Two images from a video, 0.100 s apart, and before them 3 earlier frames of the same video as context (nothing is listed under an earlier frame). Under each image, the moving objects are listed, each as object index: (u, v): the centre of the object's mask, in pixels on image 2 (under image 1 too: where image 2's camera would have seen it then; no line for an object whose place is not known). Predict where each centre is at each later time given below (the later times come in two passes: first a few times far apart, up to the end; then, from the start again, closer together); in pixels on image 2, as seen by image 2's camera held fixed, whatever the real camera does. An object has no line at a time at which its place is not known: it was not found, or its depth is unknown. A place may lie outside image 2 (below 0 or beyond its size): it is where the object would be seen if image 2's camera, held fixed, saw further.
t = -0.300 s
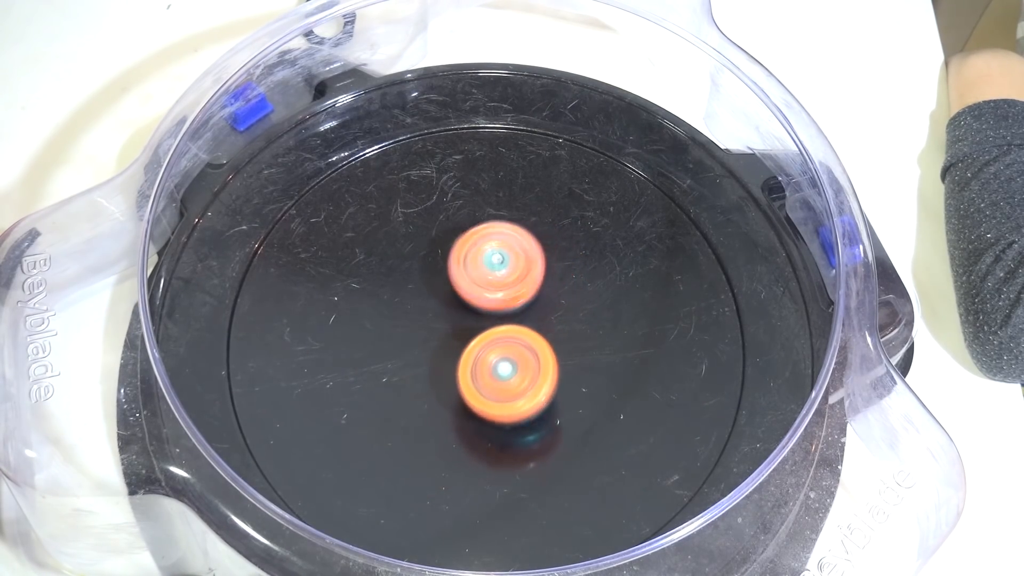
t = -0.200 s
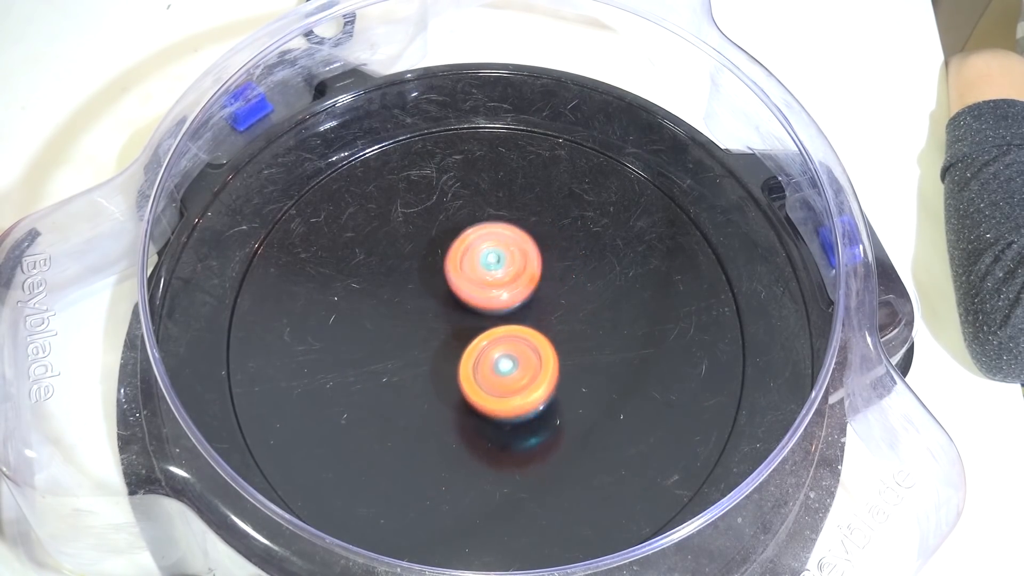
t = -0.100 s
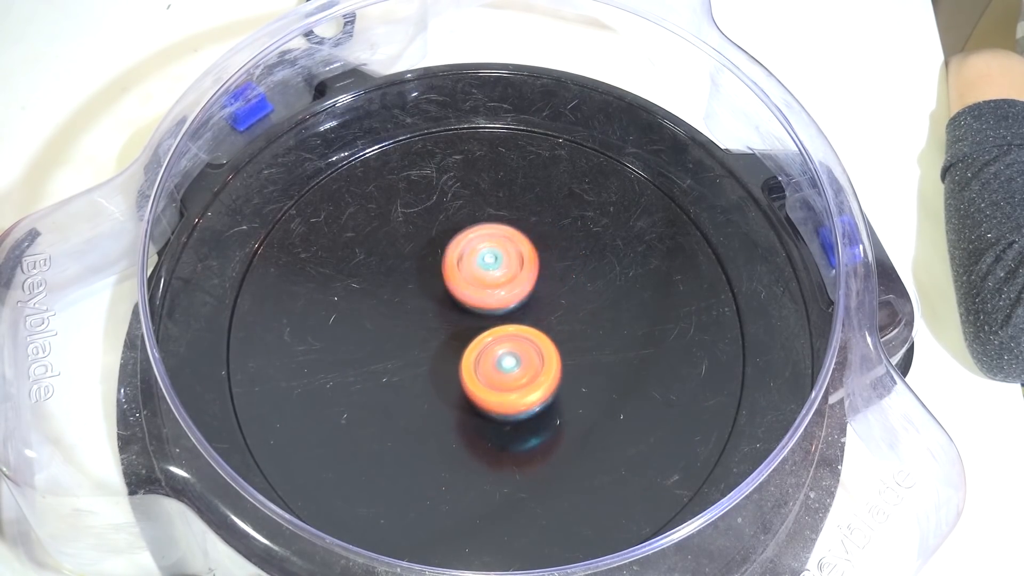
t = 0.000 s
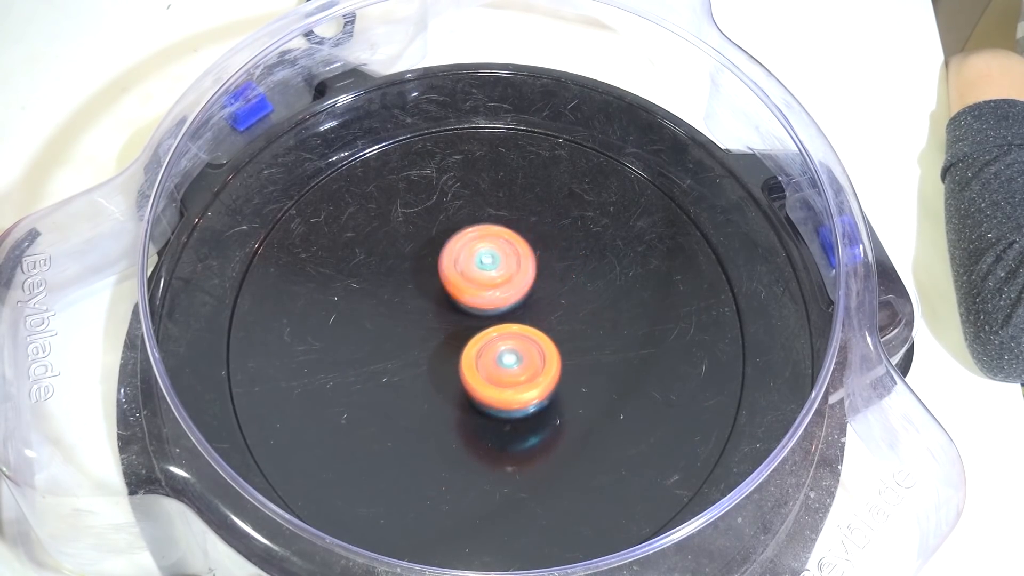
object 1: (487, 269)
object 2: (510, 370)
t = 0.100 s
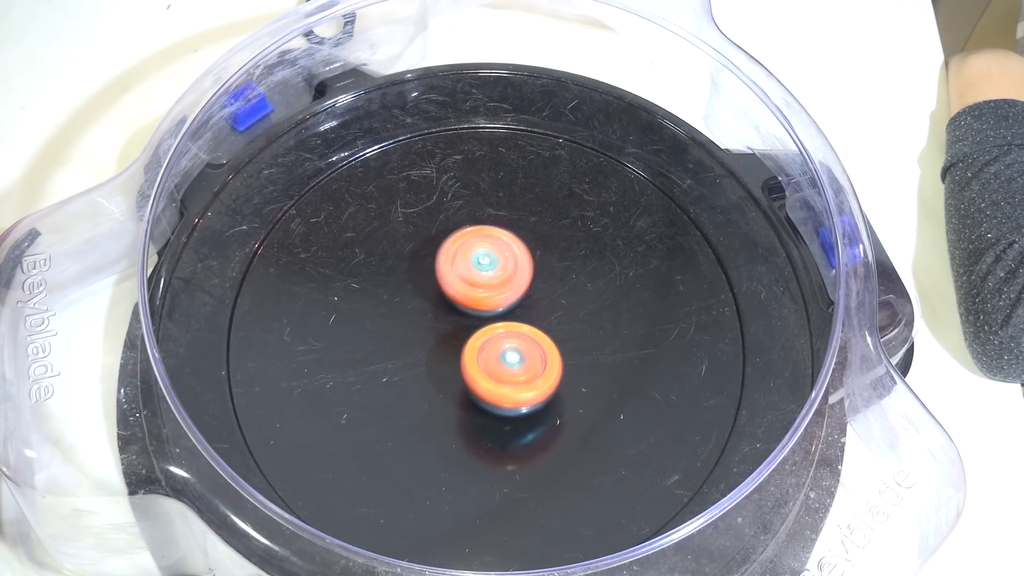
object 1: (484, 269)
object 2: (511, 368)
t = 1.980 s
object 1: (446, 324)
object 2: (567, 349)
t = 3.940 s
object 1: (493, 253)
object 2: (471, 423)
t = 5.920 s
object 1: (451, 286)
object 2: (476, 417)
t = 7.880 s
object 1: (483, 295)
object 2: (471, 415)
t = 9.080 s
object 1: (470, 297)
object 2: (475, 416)
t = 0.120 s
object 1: (483, 269)
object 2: (510, 368)
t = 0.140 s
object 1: (482, 269)
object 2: (511, 367)
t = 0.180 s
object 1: (481, 270)
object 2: (510, 366)
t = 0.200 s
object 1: (481, 270)
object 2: (509, 366)
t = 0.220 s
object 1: (480, 270)
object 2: (510, 365)
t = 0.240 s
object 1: (479, 270)
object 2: (509, 364)
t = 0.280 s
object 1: (478, 271)
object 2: (509, 362)
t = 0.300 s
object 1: (477, 270)
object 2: (509, 361)
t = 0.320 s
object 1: (476, 271)
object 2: (509, 360)
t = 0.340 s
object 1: (475, 270)
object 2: (509, 359)
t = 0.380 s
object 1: (476, 267)
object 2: (509, 361)
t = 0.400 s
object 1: (477, 260)
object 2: (508, 370)
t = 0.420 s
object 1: (478, 256)
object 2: (508, 377)
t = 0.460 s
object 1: (481, 254)
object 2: (506, 387)
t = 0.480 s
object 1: (482, 255)
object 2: (505, 388)
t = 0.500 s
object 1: (482, 255)
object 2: (504, 389)
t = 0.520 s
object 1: (482, 256)
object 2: (503, 387)
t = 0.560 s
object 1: (480, 258)
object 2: (504, 385)
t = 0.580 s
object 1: (478, 259)
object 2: (505, 385)
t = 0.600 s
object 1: (477, 260)
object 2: (505, 384)
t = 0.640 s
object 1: (475, 260)
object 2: (506, 383)
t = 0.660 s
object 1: (474, 260)
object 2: (507, 382)
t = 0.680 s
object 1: (473, 261)
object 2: (507, 382)
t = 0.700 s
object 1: (473, 261)
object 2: (507, 381)
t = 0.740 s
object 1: (473, 263)
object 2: (508, 381)
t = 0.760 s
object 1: (472, 265)
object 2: (509, 380)
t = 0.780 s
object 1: (472, 267)
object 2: (508, 380)
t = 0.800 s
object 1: (472, 270)
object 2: (509, 379)
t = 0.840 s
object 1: (470, 278)
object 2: (510, 378)
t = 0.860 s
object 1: (469, 282)
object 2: (510, 378)
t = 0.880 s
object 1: (468, 286)
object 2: (510, 378)
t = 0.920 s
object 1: (465, 296)
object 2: (511, 377)
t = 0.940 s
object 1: (462, 299)
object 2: (513, 379)
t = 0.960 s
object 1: (459, 301)
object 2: (514, 381)
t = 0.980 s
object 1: (456, 304)
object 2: (513, 382)
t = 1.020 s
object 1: (453, 305)
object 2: (512, 381)
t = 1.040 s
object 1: (450, 307)
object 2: (512, 380)
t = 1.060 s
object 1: (448, 307)
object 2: (513, 380)
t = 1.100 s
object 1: (438, 293)
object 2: (524, 396)
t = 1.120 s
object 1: (434, 288)
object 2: (527, 403)
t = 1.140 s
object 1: (430, 284)
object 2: (530, 407)
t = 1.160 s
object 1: (425, 281)
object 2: (530, 409)
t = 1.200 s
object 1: (418, 277)
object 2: (529, 410)
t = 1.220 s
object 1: (415, 275)
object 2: (528, 408)
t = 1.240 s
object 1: (413, 273)
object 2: (529, 406)
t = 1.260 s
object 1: (413, 273)
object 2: (528, 405)
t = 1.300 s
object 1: (413, 271)
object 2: (529, 402)
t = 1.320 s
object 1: (414, 271)
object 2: (530, 401)
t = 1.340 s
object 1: (414, 272)
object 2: (531, 400)
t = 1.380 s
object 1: (414, 275)
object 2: (532, 398)
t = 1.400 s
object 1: (414, 277)
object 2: (532, 398)
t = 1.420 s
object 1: (413, 278)
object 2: (532, 397)
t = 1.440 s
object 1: (412, 279)
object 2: (533, 396)
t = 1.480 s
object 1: (413, 280)
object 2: (533, 394)
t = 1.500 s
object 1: (415, 281)
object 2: (534, 393)
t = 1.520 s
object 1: (418, 284)
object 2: (533, 392)
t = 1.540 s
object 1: (421, 286)
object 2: (533, 390)
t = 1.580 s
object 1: (428, 293)
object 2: (532, 384)
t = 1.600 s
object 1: (431, 297)
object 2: (532, 381)
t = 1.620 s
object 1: (435, 302)
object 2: (531, 377)
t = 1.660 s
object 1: (442, 313)
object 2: (532, 368)
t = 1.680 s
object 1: (444, 317)
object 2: (535, 366)
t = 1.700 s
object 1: (443, 318)
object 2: (542, 366)
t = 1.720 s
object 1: (441, 319)
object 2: (548, 366)
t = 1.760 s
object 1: (440, 319)
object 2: (557, 361)
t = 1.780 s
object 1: (440, 319)
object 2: (560, 359)
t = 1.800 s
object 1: (441, 320)
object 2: (563, 356)
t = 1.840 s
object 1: (441, 321)
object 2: (567, 353)
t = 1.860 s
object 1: (441, 321)
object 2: (568, 351)
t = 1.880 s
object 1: (441, 321)
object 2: (569, 352)
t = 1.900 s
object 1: (442, 321)
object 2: (569, 351)
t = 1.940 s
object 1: (443, 322)
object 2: (569, 350)
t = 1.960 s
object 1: (444, 322)
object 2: (568, 350)
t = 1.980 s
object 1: (446, 324)
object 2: (567, 349)
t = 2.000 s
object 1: (446, 324)
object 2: (566, 348)
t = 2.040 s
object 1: (446, 326)
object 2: (566, 346)
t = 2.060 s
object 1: (445, 327)
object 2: (565, 345)
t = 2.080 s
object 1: (445, 328)
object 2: (565, 344)
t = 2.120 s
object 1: (444, 330)
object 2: (564, 343)
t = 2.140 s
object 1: (443, 330)
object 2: (564, 341)
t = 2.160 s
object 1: (442, 330)
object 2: (564, 341)
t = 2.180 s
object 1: (442, 331)
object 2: (564, 340)
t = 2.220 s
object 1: (439, 331)
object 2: (565, 339)
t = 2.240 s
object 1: (439, 332)
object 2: (564, 338)
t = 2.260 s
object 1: (439, 332)
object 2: (565, 338)
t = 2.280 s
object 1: (438, 332)
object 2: (564, 337)
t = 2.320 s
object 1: (438, 332)
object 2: (563, 336)
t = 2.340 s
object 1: (438, 332)
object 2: (561, 335)
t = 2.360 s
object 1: (438, 331)
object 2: (559, 334)
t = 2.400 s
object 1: (438, 332)
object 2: (554, 331)
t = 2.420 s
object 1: (438, 332)
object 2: (551, 328)
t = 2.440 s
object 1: (440, 331)
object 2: (549, 326)
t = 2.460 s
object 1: (440, 331)
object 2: (546, 324)
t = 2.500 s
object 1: (441, 331)
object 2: (542, 318)
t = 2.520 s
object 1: (439, 331)
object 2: (544, 317)
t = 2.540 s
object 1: (430, 328)
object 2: (551, 316)
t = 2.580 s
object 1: (417, 323)
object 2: (562, 315)
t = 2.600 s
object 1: (411, 321)
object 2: (563, 312)
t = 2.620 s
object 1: (406, 319)
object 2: (566, 312)
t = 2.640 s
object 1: (401, 316)
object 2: (566, 311)
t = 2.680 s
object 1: (395, 311)
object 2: (567, 310)
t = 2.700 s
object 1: (393, 308)
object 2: (566, 311)
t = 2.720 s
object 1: (391, 306)
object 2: (564, 311)
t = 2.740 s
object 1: (392, 304)
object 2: (562, 311)
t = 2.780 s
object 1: (394, 300)
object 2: (558, 308)
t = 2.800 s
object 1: (396, 300)
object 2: (557, 306)
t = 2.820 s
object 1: (397, 298)
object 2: (557, 304)
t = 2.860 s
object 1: (402, 296)
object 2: (556, 302)
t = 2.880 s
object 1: (405, 296)
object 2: (557, 301)
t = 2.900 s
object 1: (408, 294)
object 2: (557, 301)
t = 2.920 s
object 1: (413, 294)
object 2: (557, 301)
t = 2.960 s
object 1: (423, 297)
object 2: (555, 301)
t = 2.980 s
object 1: (427, 298)
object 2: (553, 301)
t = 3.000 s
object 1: (433, 300)
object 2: (550, 301)
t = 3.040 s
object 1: (444, 305)
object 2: (544, 301)
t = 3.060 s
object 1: (444, 307)
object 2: (545, 301)
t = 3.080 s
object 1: (444, 309)
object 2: (547, 301)
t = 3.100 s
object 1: (444, 312)
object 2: (549, 302)
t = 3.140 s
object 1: (448, 317)
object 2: (551, 305)
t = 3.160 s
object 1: (450, 320)
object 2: (550, 306)
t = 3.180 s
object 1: (450, 323)
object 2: (548, 308)
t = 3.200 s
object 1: (443, 325)
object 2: (554, 311)
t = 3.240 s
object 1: (418, 322)
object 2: (577, 324)
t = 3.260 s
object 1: (409, 320)
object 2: (584, 330)
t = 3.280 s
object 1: (402, 319)
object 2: (589, 334)
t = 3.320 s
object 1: (391, 318)
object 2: (593, 342)
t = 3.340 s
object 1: (388, 317)
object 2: (594, 346)
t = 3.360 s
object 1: (385, 317)
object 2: (594, 349)
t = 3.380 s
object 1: (385, 317)
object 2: (594, 352)
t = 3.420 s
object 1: (384, 315)
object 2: (591, 359)
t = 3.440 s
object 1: (385, 315)
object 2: (589, 361)
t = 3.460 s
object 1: (386, 316)
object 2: (586, 364)
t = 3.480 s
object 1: (387, 316)
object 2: (585, 366)
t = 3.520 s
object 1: (392, 317)
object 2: (577, 372)
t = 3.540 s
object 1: (393, 319)
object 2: (573, 375)
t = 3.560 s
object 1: (395, 319)
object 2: (568, 377)
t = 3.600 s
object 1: (401, 318)
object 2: (556, 382)
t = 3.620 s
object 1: (405, 317)
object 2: (551, 385)
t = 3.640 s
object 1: (411, 315)
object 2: (544, 388)
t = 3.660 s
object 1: (417, 313)
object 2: (537, 391)
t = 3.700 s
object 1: (433, 310)
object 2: (523, 398)
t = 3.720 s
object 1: (442, 307)
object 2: (516, 400)
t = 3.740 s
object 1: (451, 304)
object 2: (510, 403)
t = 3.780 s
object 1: (469, 295)
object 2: (497, 408)
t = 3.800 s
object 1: (476, 289)
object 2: (491, 412)
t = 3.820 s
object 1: (483, 284)
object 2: (486, 414)
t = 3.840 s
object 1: (489, 278)
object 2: (482, 416)
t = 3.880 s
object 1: (495, 266)
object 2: (476, 419)
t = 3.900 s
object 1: (495, 261)
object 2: (474, 421)
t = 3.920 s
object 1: (494, 256)
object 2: (472, 422)
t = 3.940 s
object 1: (493, 253)
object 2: (471, 423)
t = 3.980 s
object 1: (488, 248)
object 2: (471, 423)
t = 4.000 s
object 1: (486, 246)
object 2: (471, 422)
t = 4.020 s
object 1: (483, 245)
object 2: (471, 421)
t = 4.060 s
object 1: (479, 243)
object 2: (472, 419)
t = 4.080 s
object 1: (478, 243)
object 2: (472, 418)
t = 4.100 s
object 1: (477, 242)
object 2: (471, 416)
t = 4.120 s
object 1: (476, 242)
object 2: (471, 416)
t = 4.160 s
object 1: (474, 242)
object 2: (470, 416)
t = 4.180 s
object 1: (474, 242)
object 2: (469, 416)
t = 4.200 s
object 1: (474, 242)
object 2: (469, 416)
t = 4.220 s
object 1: (474, 242)
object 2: (469, 415)
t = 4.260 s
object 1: (475, 242)
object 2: (469, 415)
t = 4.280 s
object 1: (476, 242)
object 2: (469, 415)
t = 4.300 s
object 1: (477, 243)
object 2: (469, 416)
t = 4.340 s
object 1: (479, 243)
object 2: (470, 416)
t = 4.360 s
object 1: (481, 244)
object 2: (470, 416)
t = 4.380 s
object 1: (483, 245)
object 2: (471, 416)
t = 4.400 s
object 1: (485, 246)
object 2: (471, 416)
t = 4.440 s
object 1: (490, 249)
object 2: (471, 416)
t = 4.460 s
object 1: (492, 252)
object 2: (471, 416)
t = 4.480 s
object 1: (494, 255)
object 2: (471, 416)
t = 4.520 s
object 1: (496, 263)
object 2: (470, 416)
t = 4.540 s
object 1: (496, 269)
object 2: (470, 415)
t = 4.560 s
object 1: (495, 274)
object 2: (469, 416)
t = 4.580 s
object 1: (493, 280)
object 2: (469, 415)
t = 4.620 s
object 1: (484, 288)
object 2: (469, 415)
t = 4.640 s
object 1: (477, 291)
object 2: (469, 415)
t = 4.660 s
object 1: (470, 292)
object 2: (469, 415)
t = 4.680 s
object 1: (464, 292)
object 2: (469, 415)
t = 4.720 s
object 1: (453, 287)
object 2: (470, 416)
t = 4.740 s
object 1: (450, 284)
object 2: (470, 416)
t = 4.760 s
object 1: (448, 281)
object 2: (471, 416)
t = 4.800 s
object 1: (447, 276)
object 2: (471, 416)
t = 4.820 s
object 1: (446, 274)
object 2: (471, 416)
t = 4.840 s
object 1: (446, 273)
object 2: (470, 416)
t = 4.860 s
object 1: (446, 273)
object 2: (470, 416)
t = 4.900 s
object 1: (446, 273)
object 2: (470, 416)
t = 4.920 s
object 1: (447, 274)
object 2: (470, 416)
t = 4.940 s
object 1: (447, 276)
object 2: (469, 416)
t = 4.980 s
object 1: (448, 281)
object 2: (469, 416)
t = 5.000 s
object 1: (450, 283)
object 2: (469, 415)
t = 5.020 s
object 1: (452, 286)
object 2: (469, 415)
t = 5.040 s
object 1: (454, 288)
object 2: (468, 415)
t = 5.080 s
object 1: (462, 293)
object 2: (468, 415)
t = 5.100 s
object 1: (467, 294)
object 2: (468, 415)
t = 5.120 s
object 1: (472, 294)
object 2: (468, 415)
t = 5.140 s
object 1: (478, 294)
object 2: (468, 415)
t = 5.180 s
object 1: (488, 291)
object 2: (469, 416)
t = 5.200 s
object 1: (492, 288)
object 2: (471, 416)
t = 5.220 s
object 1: (495, 285)
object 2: (472, 416)
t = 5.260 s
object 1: (498, 279)
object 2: (475, 417)
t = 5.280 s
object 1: (499, 276)
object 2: (476, 418)
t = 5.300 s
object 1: (499, 274)
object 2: (477, 418)
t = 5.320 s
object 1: (498, 272)
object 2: (477, 418)
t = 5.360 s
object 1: (498, 270)
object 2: (476, 418)
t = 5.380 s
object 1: (498, 270)
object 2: (475, 417)
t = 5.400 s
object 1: (498, 270)
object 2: (474, 417)
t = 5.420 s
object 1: (498, 271)
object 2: (472, 416)
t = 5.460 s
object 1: (498, 273)
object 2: (470, 415)
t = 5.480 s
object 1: (498, 275)
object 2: (468, 415)
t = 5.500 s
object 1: (498, 277)
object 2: (467, 415)
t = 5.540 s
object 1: (496, 282)
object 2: (465, 415)
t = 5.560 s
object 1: (495, 285)
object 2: (464, 415)
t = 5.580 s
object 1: (493, 288)
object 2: (464, 415)
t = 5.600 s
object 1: (491, 291)
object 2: (464, 415)
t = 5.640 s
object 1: (483, 295)
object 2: (464, 415)
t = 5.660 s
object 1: (479, 296)
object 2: (465, 415)
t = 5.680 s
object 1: (474, 296)
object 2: (466, 415)
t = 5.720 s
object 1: (465, 295)
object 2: (469, 415)
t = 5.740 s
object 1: (461, 293)
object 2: (471, 416)
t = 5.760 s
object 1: (458, 292)
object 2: (472, 416)
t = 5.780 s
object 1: (455, 290)
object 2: (473, 416)
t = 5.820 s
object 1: (452, 287)
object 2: (476, 417)
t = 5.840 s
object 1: (451, 286)
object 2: (477, 418)
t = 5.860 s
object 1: (451, 285)
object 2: (477, 418)
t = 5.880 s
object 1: (451, 285)
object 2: (477, 418)
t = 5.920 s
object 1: (451, 286)
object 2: (476, 417)
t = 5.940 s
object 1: (452, 288)
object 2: (475, 417)
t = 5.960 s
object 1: (454, 289)
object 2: (474, 416)
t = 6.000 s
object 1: (458, 293)
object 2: (472, 416)
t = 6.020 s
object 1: (461, 294)
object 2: (470, 415)
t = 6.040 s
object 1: (465, 295)
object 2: (469, 415)
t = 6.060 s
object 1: (469, 296)
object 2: (468, 415)
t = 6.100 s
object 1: (477, 296)
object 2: (466, 415)
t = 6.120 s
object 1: (481, 296)
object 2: (465, 415)
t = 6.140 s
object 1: (485, 294)
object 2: (464, 415)
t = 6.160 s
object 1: (488, 293)
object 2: (464, 415)
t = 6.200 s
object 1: (492, 290)
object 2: (464, 415)
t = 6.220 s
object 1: (494, 288)
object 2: (465, 415)
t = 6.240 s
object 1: (495, 287)
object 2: (466, 415)
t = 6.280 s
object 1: (496, 286)
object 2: (468, 415)
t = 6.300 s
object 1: (496, 286)
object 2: (469, 415)
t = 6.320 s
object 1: (495, 286)
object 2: (471, 415)
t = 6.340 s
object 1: (495, 287)
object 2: (472, 416)
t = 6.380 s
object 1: (493, 289)
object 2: (474, 416)
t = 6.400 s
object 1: (491, 291)
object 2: (475, 417)
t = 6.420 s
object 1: (489, 292)
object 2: (476, 417)
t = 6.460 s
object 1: (484, 295)
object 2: (477, 417)
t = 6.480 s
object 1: (481, 296)
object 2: (476, 417)
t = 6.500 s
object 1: (478, 296)
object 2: (476, 417)
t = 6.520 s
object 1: (475, 297)
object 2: (475, 416)
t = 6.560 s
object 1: (469, 296)
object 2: (473, 416)
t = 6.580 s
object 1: (466, 296)
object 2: (472, 415)
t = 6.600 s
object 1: (463, 295)
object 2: (471, 415)
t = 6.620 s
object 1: (461, 294)
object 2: (470, 415)
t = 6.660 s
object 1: (457, 292)
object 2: (468, 415)
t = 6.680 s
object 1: (456, 291)
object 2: (467, 414)
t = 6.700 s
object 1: (456, 291)
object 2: (466, 414)
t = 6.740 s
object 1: (456, 291)
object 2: (465, 414)
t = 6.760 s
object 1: (457, 292)
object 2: (465, 414)
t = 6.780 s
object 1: (458, 293)
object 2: (465, 414)
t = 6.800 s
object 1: (459, 294)
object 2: (466, 414)
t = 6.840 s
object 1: (464, 296)
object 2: (467, 414)
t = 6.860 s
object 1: (466, 296)
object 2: (468, 415)
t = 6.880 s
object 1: (469, 297)
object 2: (469, 415)
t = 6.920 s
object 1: (475, 297)
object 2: (471, 415)
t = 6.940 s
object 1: (478, 297)
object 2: (472, 415)
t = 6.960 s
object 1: (481, 296)
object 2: (473, 416)
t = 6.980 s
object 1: (483, 296)
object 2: (474, 416)
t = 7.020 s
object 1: (487, 294)
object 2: (476, 416)
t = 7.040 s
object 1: (489, 293)
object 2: (476, 417)
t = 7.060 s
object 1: (490, 292)
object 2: (476, 417)
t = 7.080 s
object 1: (491, 291)
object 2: (476, 417)
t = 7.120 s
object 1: (492, 291)
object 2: (474, 416)
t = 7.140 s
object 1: (491, 291)
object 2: (473, 416)
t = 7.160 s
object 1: (491, 291)
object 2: (472, 415)
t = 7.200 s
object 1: (490, 292)
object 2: (471, 415)
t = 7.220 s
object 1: (489, 293)
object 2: (471, 415)
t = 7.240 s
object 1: (488, 293)
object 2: (469, 415)
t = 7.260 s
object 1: (487, 294)
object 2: (468, 414)
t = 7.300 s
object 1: (484, 295)
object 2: (467, 414)
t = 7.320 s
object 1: (482, 296)
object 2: (466, 414)
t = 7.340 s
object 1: (480, 296)
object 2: (466, 414)
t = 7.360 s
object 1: (477, 297)
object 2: (466, 414)
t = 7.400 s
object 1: (473, 297)
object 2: (466, 414)
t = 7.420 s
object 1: (471, 297)
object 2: (467, 414)
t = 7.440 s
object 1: (469, 297)
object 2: (468, 414)
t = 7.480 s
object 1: (466, 296)
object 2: (469, 415)
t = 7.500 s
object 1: (465, 296)
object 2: (470, 415)
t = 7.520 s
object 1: (464, 295)
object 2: (471, 415)
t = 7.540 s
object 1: (463, 295)
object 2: (472, 415)
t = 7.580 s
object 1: (462, 295)
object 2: (473, 415)
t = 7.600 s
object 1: (463, 295)
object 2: (473, 416)
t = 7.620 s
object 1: (463, 295)
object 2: (474, 416)
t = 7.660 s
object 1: (465, 296)
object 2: (476, 416)
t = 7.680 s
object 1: (467, 296)
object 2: (476, 416)
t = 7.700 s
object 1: (468, 296)
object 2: (476, 416)
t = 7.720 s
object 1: (470, 297)
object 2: (475, 416)
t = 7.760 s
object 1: (473, 297)
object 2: (474, 416)
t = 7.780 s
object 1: (475, 297)
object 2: (473, 415)
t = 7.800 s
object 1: (477, 297)
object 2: (473, 415)
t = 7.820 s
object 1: (479, 297)
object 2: (473, 415)
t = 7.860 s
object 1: (482, 296)
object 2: (472, 415)
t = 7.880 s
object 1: (483, 295)
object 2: (471, 415)
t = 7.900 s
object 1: (485, 295)
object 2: (471, 415)
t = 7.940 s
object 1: (486, 294)
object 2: (469, 415)
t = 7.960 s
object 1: (486, 294)
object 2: (468, 414)
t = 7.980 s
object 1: (486, 294)
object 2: (468, 414)
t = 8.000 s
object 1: (486, 294)
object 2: (467, 414)
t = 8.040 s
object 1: (484, 295)
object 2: (467, 414)
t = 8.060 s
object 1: (483, 295)
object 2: (467, 414)
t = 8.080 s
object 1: (482, 296)
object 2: (467, 414)
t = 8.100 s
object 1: (480, 296)
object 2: (468, 414)
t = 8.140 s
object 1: (477, 297)
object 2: (469, 414)
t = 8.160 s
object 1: (475, 297)
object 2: (469, 415)
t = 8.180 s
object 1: (473, 297)
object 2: (470, 415)
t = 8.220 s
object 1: (471, 297)
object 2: (471, 415)
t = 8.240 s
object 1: (470, 297)
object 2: (472, 415)
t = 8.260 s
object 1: (469, 297)
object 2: (472, 415)
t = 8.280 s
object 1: (468, 297)
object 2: (472, 415)
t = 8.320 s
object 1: (467, 297)
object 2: (472, 415)
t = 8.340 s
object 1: (467, 296)
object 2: (473, 415)
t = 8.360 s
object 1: (467, 296)
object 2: (473, 415)
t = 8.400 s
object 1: (467, 297)
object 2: (473, 415)
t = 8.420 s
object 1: (468, 297)
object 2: (473, 415)
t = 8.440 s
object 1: (469, 297)
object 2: (473, 416)
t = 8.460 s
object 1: (469, 297)
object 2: (473, 416)
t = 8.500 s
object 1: (471, 297)
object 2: (474, 416)
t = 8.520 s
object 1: (473, 297)
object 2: (475, 416)
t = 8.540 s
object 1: (474, 297)
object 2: (475, 416)
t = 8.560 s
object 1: (475, 297)
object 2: (475, 416)
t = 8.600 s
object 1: (479, 297)
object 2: (474, 416)
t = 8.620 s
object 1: (480, 296)
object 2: (474, 416)
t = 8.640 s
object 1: (481, 296)
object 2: (474, 416)
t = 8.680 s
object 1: (483, 296)
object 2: (474, 416)
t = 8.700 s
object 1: (484, 295)
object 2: (474, 416)
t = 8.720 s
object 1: (485, 295)
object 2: (474, 416)
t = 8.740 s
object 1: (485, 295)
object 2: (475, 416)
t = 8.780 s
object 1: (485, 295)
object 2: (476, 416)
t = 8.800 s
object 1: (484, 295)
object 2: (475, 416)
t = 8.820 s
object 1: (483, 295)
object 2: (475, 416)
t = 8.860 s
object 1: (481, 296)
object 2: (474, 416)
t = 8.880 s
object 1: (480, 296)
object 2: (474, 416)
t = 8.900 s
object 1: (479, 297)
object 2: (475, 416)
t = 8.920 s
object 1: (477, 297)
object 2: (475, 416)
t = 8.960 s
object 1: (474, 297)
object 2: (475, 416)
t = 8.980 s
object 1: (473, 297)
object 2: (475, 416)
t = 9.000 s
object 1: (472, 297)
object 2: (475, 416)
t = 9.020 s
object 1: (472, 297)
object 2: (474, 416)
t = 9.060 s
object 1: (471, 297)
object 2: (475, 416)
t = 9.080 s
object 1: (470, 297)
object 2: (475, 416)
